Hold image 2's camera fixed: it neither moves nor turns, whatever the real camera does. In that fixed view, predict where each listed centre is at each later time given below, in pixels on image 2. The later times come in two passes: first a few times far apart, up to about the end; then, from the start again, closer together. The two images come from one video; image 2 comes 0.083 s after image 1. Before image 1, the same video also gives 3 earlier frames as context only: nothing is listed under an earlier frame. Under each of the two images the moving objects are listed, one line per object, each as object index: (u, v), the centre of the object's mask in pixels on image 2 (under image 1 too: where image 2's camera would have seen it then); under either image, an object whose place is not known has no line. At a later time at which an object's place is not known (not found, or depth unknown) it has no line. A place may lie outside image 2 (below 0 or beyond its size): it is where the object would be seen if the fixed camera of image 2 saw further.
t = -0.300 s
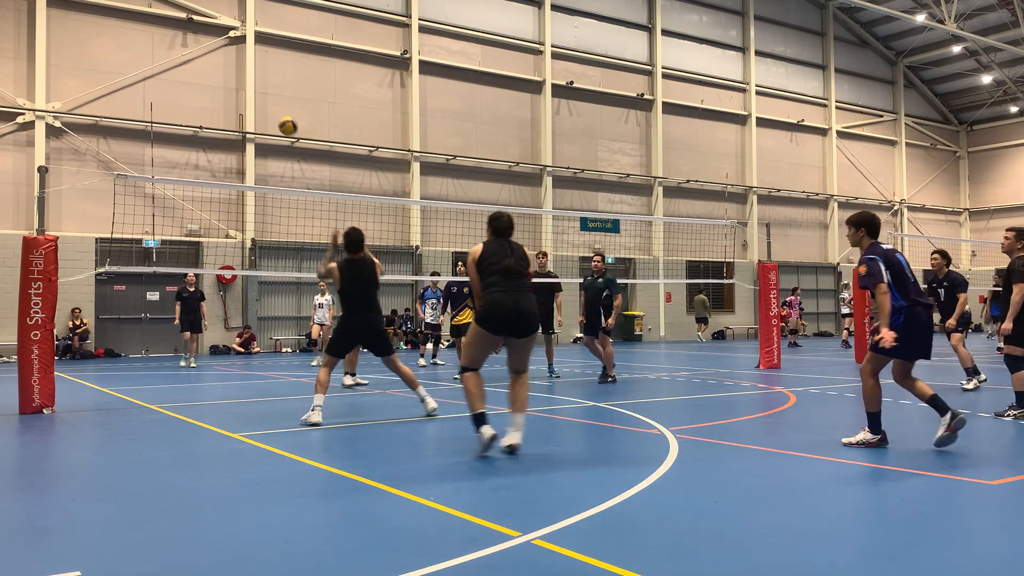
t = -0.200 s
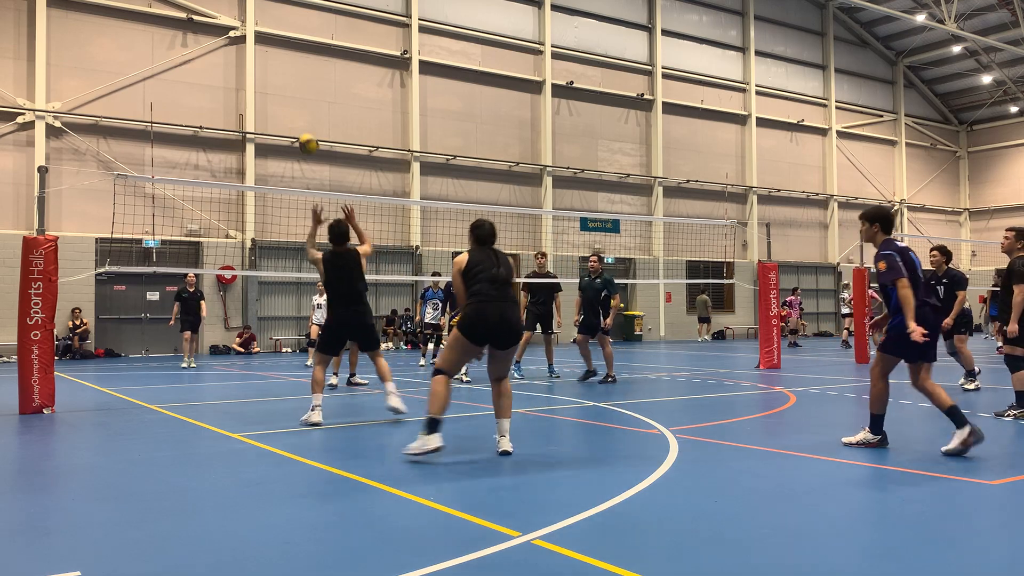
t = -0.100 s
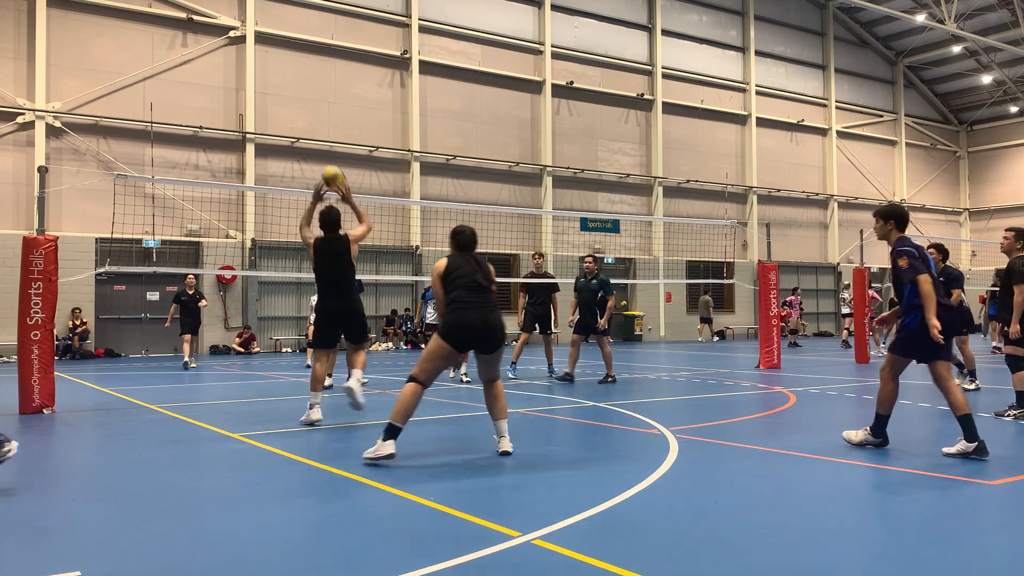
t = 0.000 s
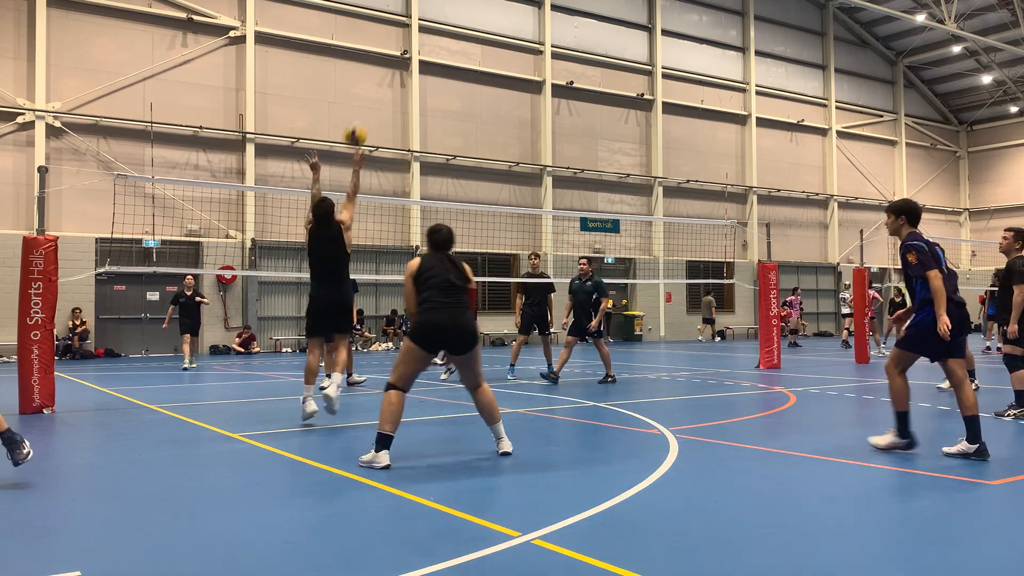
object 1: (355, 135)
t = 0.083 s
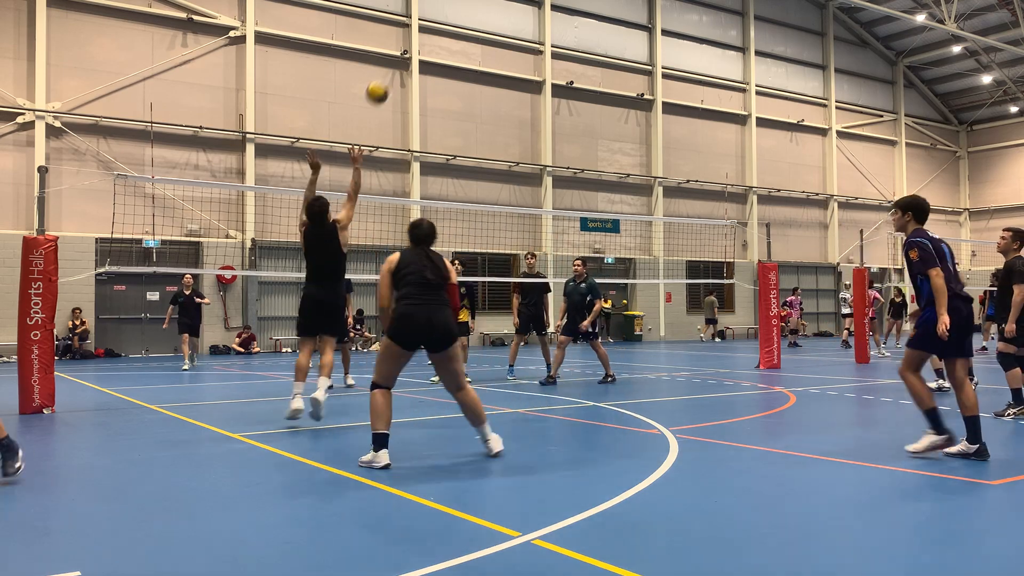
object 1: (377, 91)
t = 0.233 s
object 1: (416, 36)
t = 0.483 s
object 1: (473, 5)
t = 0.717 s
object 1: (522, 22)
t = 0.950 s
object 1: (565, 85)
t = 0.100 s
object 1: (382, 84)
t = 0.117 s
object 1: (386, 76)
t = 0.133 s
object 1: (391, 69)
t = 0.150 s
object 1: (395, 63)
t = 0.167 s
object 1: (399, 57)
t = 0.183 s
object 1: (403, 49)
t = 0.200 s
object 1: (407, 47)
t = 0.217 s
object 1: (411, 40)
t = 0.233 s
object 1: (416, 36)
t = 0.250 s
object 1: (419, 31)
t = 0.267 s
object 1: (424, 27)
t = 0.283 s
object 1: (428, 23)
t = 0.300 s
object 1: (432, 20)
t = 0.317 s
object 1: (435, 17)
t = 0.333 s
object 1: (439, 14)
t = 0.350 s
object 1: (442, 12)
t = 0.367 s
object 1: (447, 10)
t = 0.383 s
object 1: (450, 9)
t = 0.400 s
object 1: (454, 8)
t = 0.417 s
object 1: (458, 7)
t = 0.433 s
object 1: (462, 6)
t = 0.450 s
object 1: (466, 6)
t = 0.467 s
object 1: (470, 6)
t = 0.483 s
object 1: (473, 5)
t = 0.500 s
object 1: (476, 5)
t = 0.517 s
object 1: (480, 5)
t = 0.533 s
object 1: (484, 6)
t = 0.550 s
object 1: (488, 6)
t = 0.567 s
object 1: (491, 6)
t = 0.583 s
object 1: (494, 7)
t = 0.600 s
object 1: (498, 7)
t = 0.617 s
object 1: (501, 8)
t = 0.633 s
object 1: (505, 9)
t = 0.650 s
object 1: (508, 11)
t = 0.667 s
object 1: (512, 14)
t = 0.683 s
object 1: (515, 17)
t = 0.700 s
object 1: (519, 19)
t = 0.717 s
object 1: (522, 22)
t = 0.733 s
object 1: (525, 26)
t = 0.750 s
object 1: (529, 29)
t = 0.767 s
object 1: (532, 33)
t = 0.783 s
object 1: (535, 38)
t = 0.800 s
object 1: (539, 42)
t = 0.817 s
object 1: (542, 46)
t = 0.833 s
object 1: (545, 50)
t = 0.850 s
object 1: (548, 55)
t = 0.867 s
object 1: (552, 60)
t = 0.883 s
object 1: (555, 65)
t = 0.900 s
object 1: (558, 70)
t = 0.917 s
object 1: (560, 75)
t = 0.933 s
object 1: (562, 80)
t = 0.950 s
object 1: (565, 85)
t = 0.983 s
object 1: (572, 98)
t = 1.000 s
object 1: (575, 104)
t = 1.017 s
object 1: (578, 110)
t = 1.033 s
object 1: (582, 117)
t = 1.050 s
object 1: (585, 124)
